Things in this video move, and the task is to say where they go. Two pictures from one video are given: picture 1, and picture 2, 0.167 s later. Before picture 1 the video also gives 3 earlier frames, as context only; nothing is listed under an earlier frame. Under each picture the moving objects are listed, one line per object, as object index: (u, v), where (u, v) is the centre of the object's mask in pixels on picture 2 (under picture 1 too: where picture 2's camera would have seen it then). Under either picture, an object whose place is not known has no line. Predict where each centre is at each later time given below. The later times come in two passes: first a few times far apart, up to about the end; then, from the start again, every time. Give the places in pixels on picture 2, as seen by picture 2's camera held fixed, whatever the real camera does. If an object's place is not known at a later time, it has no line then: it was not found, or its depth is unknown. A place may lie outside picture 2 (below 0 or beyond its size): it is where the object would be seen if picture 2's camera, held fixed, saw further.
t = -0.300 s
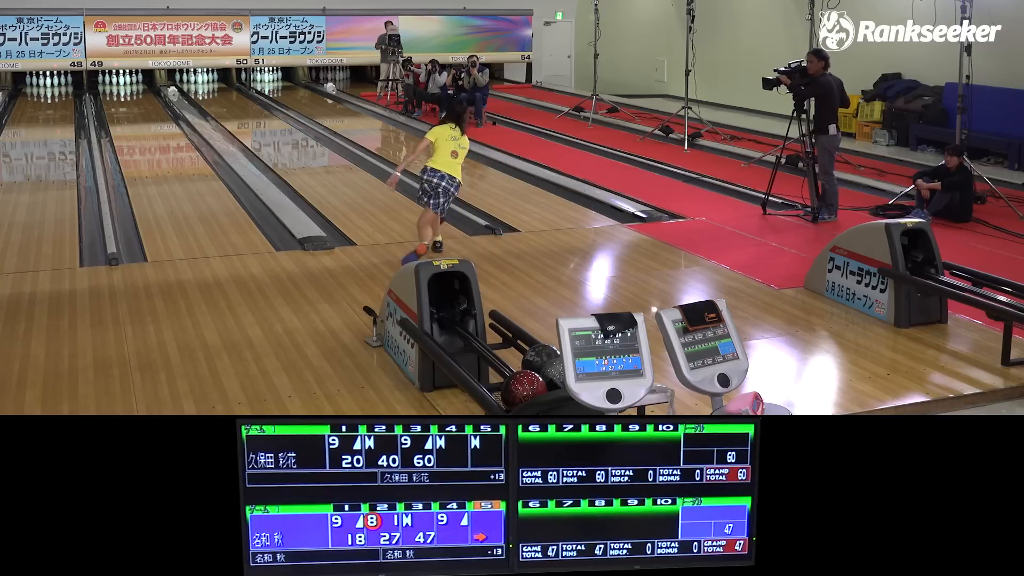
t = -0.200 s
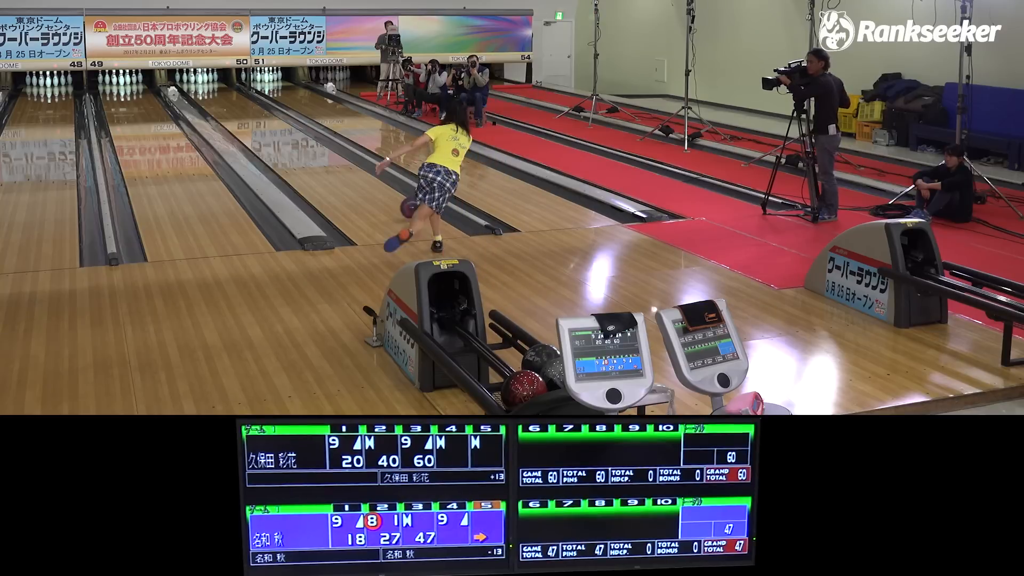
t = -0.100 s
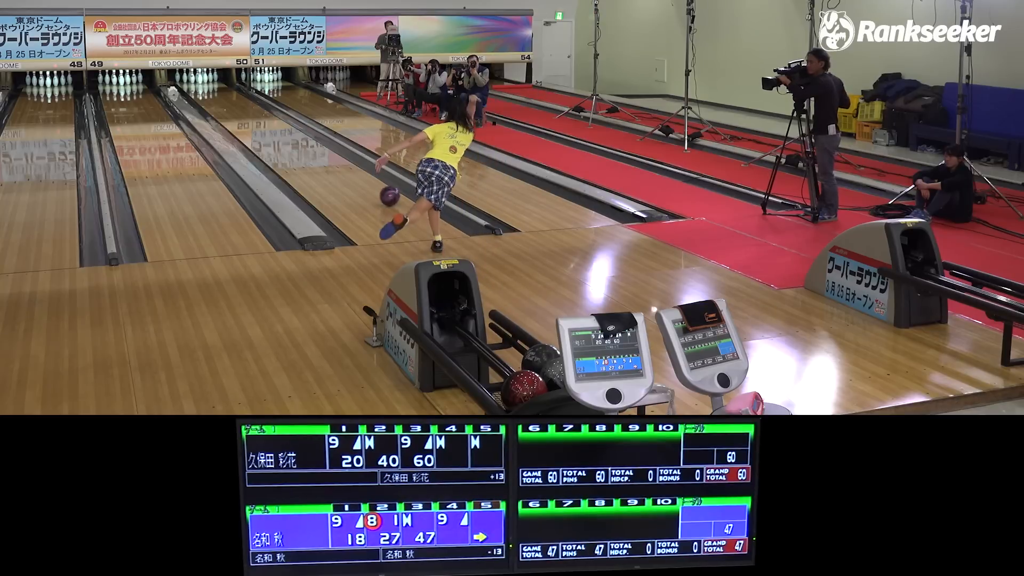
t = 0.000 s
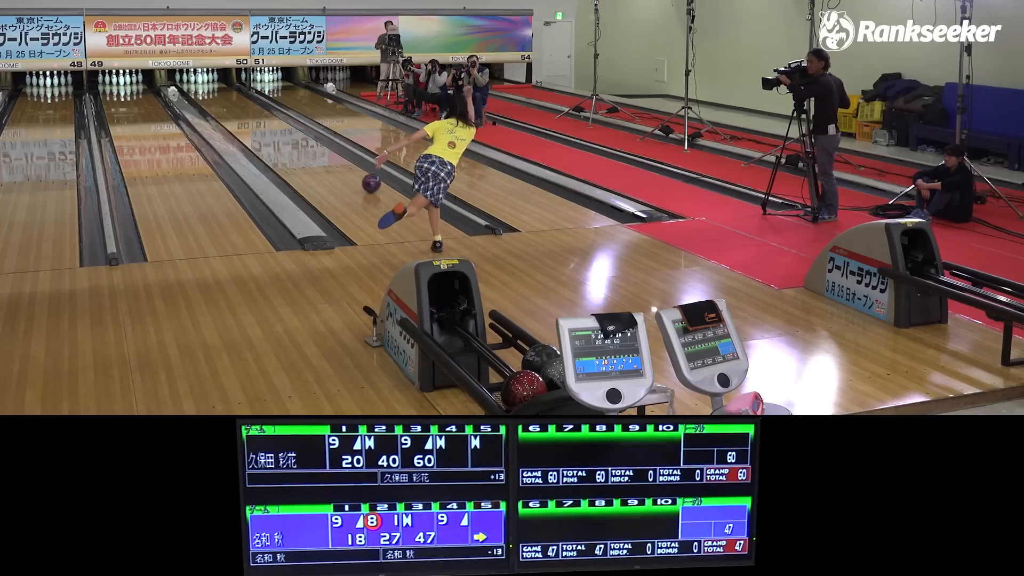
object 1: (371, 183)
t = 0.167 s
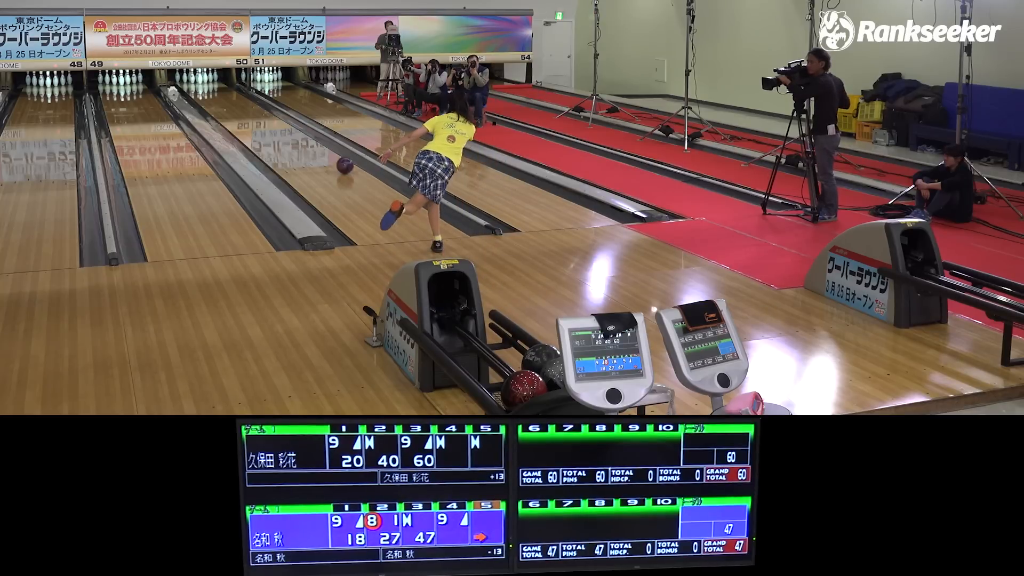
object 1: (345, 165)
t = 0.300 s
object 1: (327, 153)
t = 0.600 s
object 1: (294, 132)
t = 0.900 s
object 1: (269, 116)
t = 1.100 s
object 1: (255, 107)
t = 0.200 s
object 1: (340, 162)
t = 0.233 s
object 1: (336, 159)
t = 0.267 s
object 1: (331, 156)
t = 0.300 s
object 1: (327, 153)
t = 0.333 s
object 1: (323, 151)
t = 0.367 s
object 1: (319, 148)
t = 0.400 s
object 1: (315, 145)
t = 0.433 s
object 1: (311, 143)
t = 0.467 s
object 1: (308, 141)
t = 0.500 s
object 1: (304, 138)
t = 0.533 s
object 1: (301, 136)
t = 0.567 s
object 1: (298, 134)
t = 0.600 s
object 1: (294, 132)
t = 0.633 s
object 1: (291, 129)
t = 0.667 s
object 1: (288, 128)
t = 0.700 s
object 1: (285, 126)
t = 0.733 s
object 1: (282, 124)
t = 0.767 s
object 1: (280, 122)
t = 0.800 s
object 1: (277, 120)
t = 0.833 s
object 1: (274, 119)
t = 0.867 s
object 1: (272, 117)
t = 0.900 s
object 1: (269, 116)
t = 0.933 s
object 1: (267, 114)
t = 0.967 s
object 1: (264, 113)
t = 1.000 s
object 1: (262, 111)
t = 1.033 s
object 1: (259, 110)
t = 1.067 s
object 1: (257, 108)
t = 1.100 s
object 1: (255, 107)
